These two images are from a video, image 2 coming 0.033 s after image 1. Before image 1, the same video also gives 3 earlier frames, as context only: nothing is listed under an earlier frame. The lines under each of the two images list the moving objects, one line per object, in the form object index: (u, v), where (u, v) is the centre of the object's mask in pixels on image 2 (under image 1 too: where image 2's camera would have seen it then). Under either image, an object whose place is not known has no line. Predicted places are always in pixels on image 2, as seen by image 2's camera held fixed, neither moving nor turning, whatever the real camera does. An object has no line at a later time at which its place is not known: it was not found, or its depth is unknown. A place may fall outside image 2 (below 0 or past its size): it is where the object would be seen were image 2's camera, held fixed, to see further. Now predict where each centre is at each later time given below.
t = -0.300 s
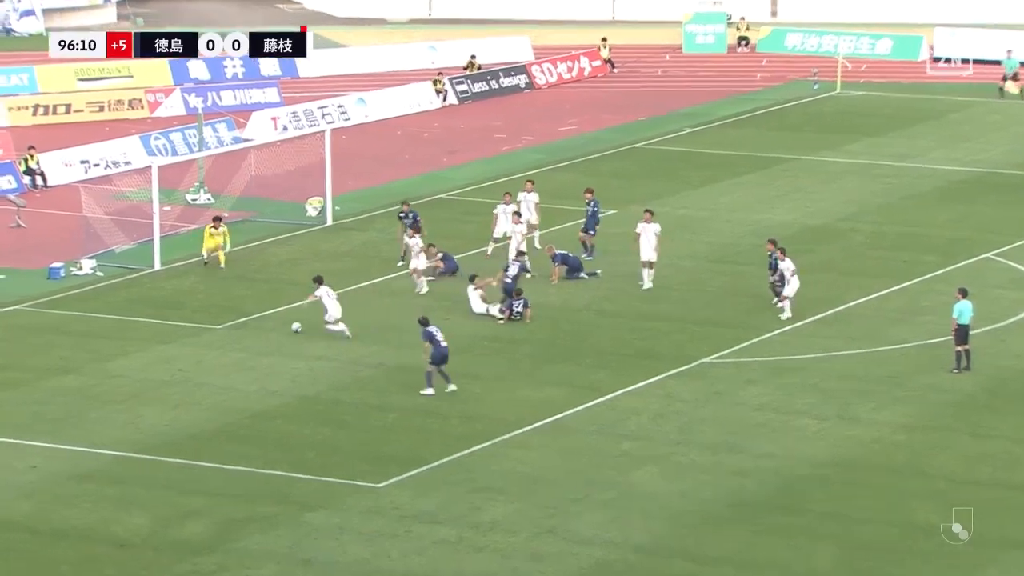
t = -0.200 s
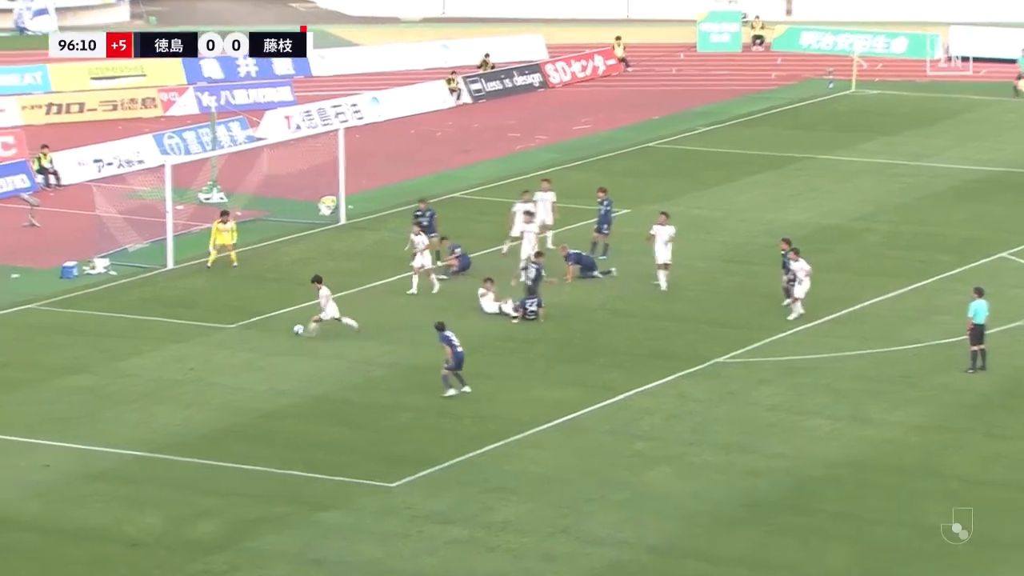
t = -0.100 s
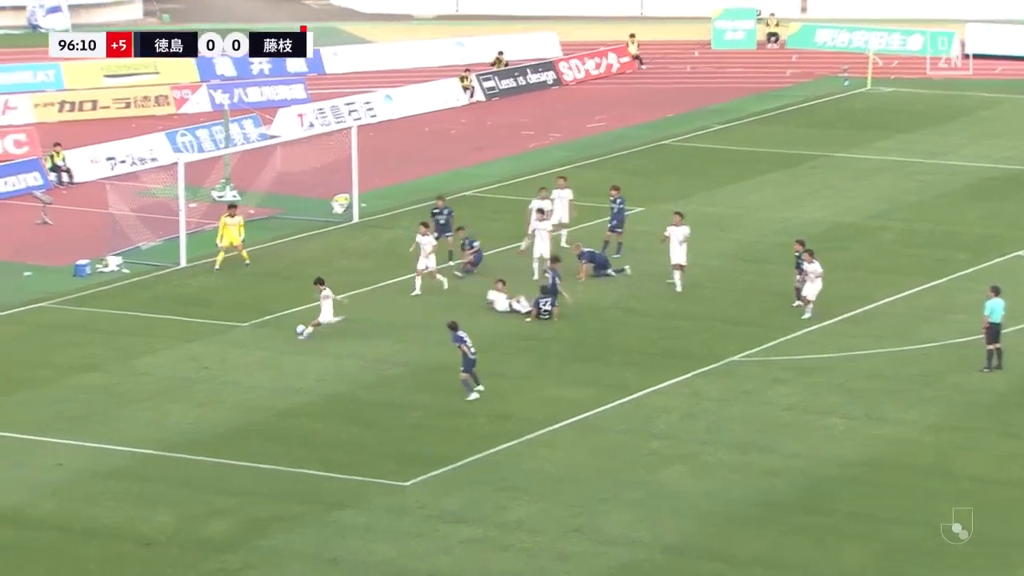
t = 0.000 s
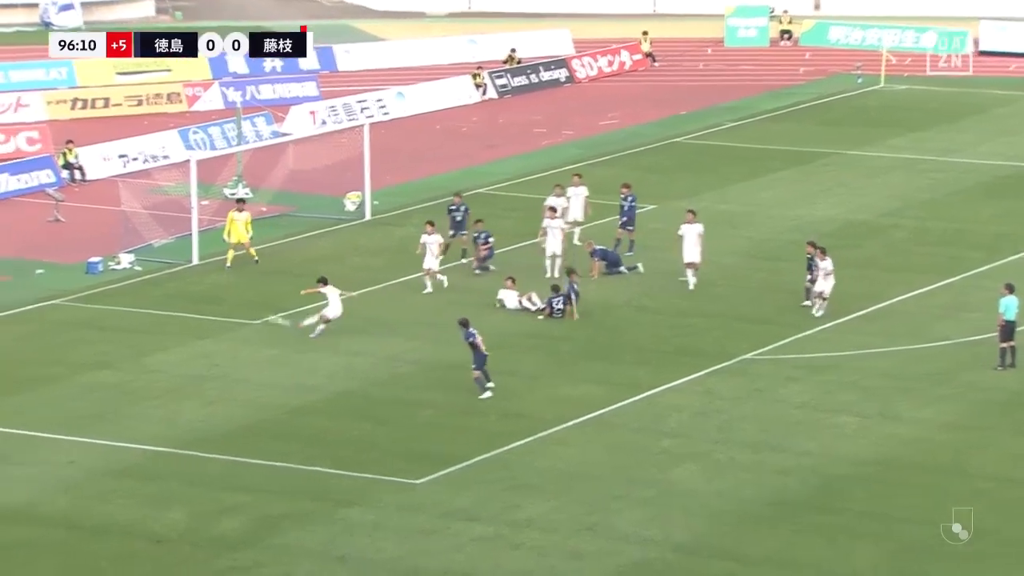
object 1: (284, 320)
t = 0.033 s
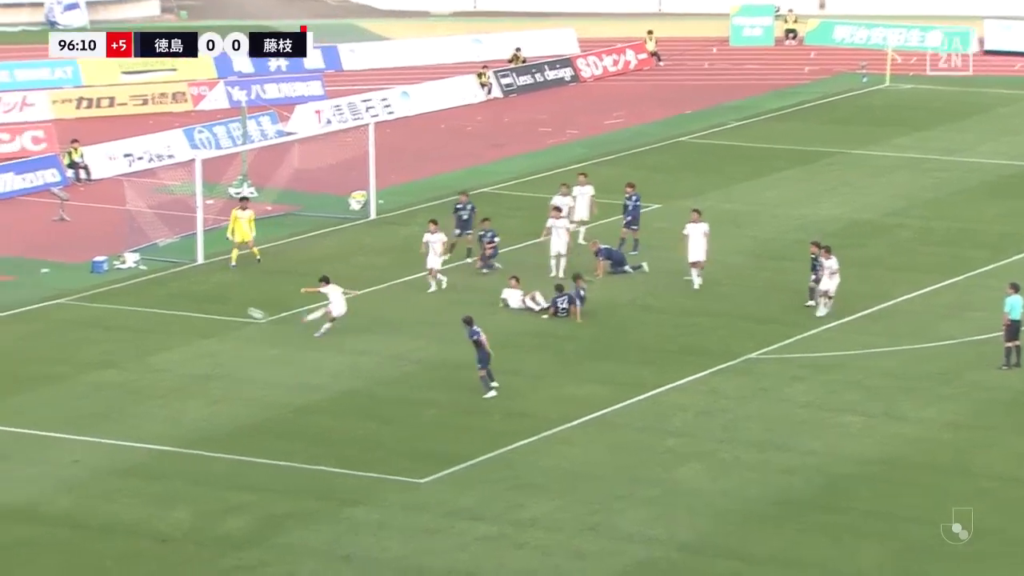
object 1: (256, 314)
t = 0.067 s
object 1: (235, 310)
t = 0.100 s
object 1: (210, 304)
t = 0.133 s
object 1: (185, 300)
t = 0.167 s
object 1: (168, 296)
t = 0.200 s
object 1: (145, 293)
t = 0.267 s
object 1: (99, 289)
